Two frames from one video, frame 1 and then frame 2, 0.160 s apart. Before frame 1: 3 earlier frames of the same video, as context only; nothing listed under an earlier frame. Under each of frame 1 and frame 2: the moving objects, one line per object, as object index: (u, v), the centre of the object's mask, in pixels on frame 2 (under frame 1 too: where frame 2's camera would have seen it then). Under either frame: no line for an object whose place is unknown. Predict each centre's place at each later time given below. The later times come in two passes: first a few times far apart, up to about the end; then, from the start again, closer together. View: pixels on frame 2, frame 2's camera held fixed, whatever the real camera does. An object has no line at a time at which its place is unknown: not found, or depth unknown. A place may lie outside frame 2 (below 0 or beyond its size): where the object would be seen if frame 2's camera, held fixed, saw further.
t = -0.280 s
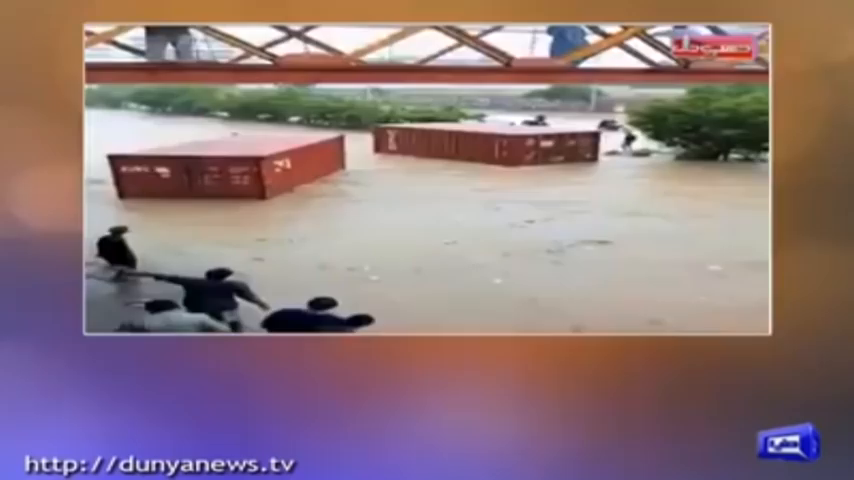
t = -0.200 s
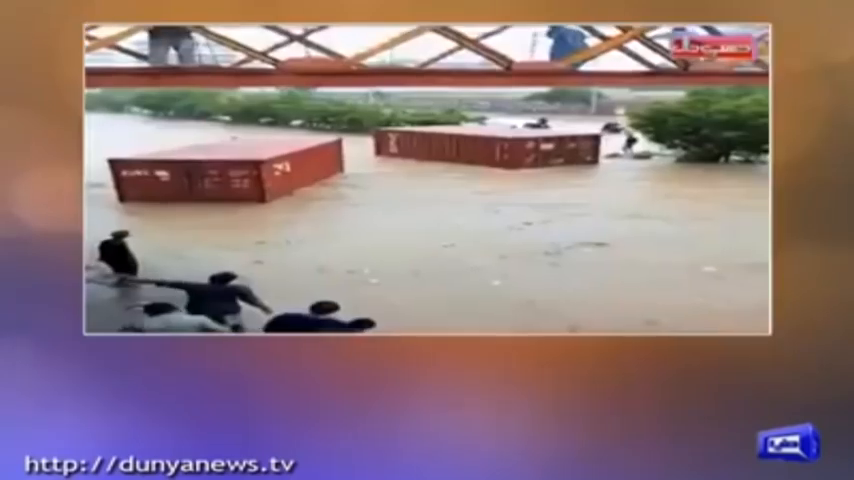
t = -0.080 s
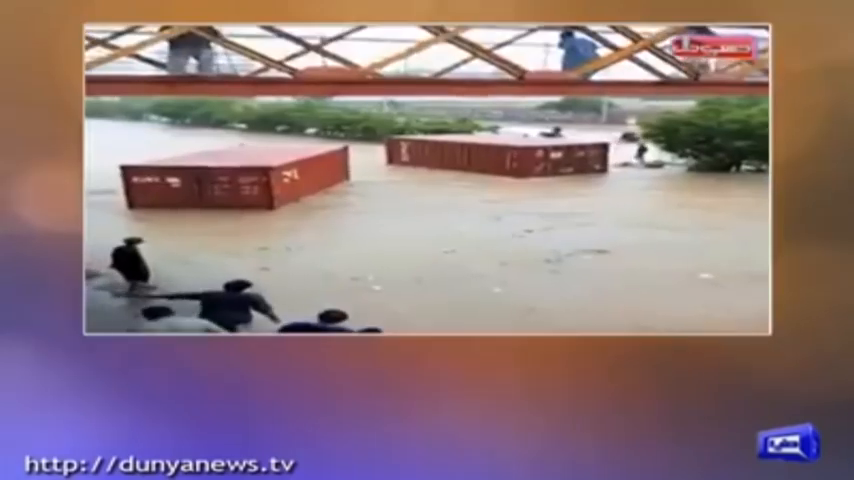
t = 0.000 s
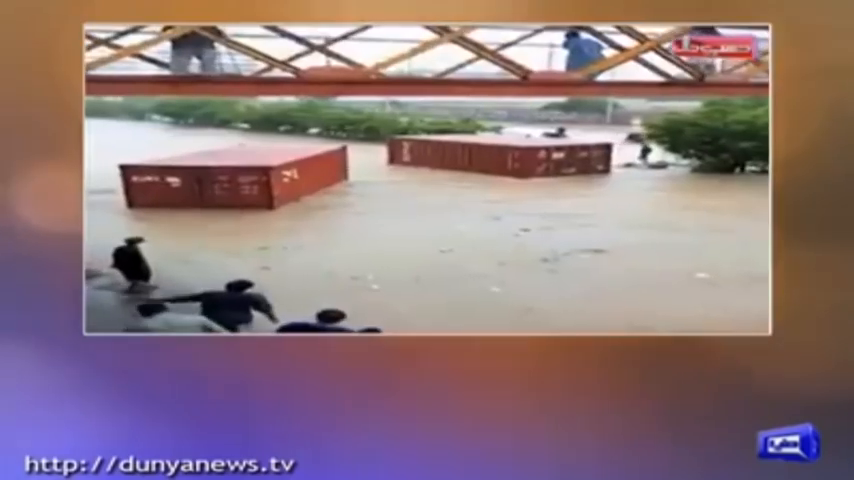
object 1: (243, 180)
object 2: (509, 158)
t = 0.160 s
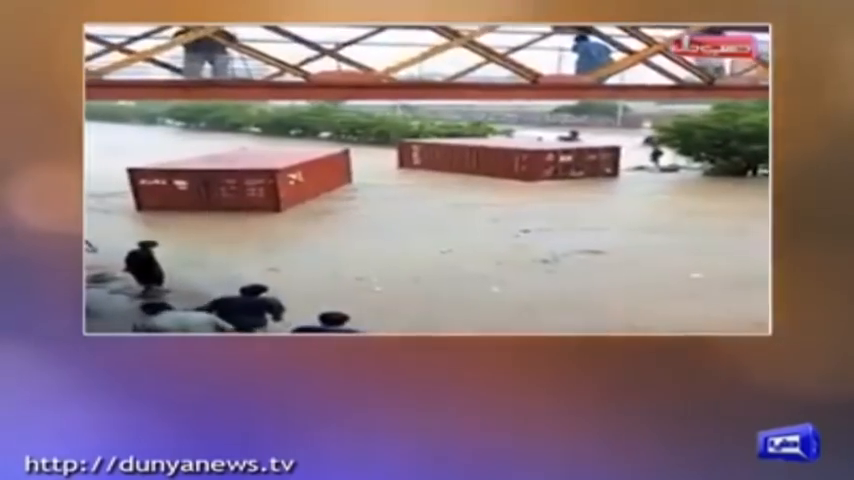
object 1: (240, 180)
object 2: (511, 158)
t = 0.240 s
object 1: (238, 179)
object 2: (511, 158)
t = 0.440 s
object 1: (234, 178)
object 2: (511, 157)
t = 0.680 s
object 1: (227, 177)
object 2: (510, 157)
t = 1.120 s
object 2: (502, 157)
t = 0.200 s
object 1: (239, 179)
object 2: (511, 158)
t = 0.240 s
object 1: (238, 179)
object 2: (511, 158)
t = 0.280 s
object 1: (238, 179)
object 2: (510, 158)
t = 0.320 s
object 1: (236, 179)
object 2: (510, 157)
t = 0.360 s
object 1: (235, 179)
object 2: (510, 157)
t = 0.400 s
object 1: (234, 178)
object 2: (511, 157)
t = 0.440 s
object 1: (234, 178)
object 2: (511, 157)
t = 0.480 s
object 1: (232, 178)
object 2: (511, 157)
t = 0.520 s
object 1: (230, 178)
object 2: (511, 157)
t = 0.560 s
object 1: (229, 178)
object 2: (511, 157)
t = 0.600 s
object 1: (229, 178)
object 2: (510, 157)
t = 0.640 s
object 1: (227, 177)
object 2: (510, 157)
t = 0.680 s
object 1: (227, 177)
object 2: (510, 157)
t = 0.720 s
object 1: (226, 177)
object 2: (509, 157)
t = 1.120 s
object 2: (502, 157)
